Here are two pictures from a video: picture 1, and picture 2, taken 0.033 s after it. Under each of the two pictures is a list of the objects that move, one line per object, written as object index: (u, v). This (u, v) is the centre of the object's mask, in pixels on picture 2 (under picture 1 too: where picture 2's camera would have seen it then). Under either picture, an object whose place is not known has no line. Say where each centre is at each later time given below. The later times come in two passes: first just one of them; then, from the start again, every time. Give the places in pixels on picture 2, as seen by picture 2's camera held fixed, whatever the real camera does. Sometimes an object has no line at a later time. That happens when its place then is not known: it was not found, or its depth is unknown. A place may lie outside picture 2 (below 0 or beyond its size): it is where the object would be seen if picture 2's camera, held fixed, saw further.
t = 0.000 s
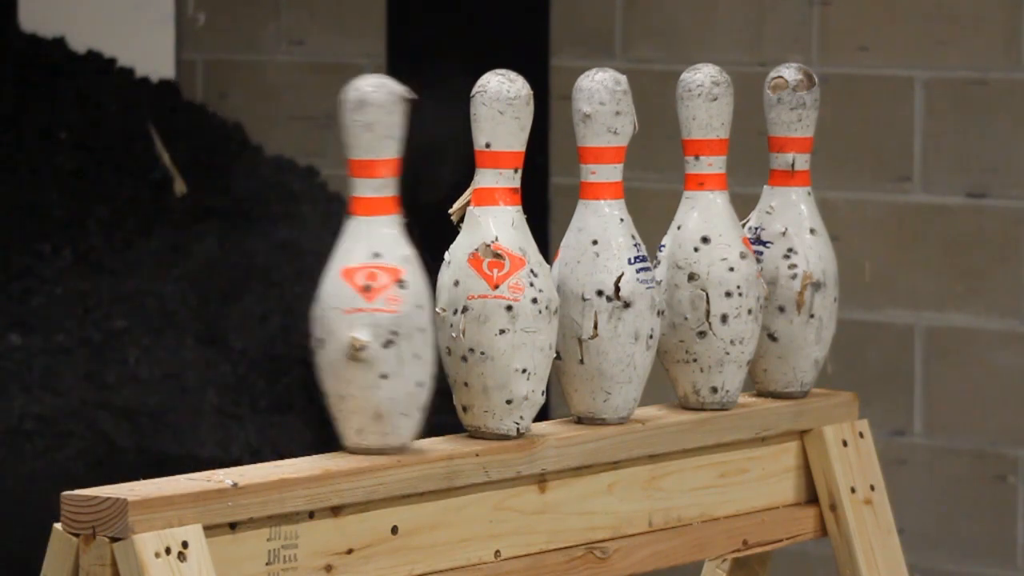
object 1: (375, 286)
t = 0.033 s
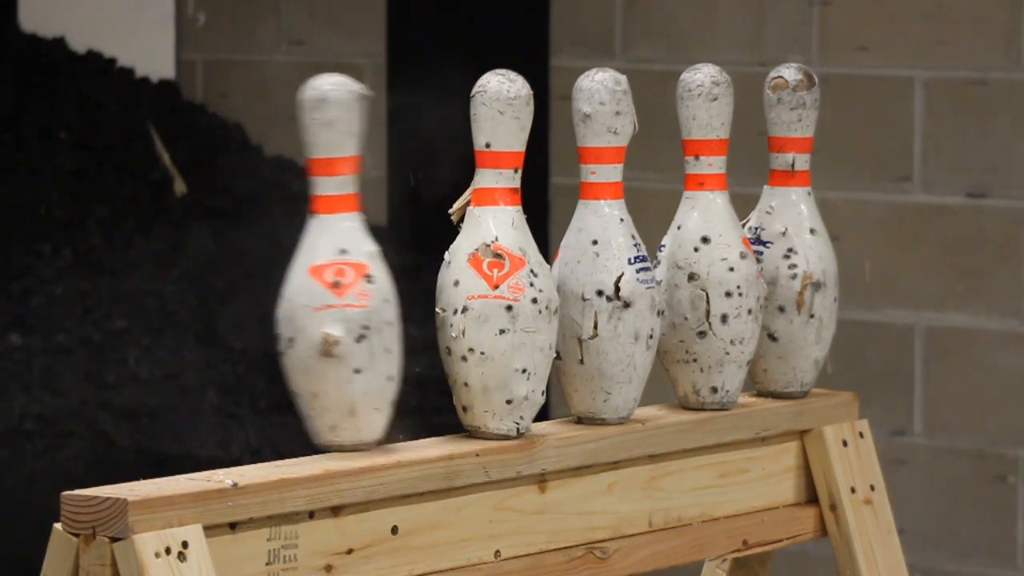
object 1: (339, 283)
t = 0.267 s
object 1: (49, 425)
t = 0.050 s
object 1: (321, 284)
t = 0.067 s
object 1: (303, 287)
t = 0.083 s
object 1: (285, 292)
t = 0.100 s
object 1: (268, 299)
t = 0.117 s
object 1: (250, 307)
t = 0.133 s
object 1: (232, 317)
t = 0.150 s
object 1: (213, 327)
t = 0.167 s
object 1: (193, 339)
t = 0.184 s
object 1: (173, 351)
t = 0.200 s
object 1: (153, 364)
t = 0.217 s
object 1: (130, 377)
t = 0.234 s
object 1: (105, 390)
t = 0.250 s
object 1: (77, 404)
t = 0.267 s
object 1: (49, 425)
